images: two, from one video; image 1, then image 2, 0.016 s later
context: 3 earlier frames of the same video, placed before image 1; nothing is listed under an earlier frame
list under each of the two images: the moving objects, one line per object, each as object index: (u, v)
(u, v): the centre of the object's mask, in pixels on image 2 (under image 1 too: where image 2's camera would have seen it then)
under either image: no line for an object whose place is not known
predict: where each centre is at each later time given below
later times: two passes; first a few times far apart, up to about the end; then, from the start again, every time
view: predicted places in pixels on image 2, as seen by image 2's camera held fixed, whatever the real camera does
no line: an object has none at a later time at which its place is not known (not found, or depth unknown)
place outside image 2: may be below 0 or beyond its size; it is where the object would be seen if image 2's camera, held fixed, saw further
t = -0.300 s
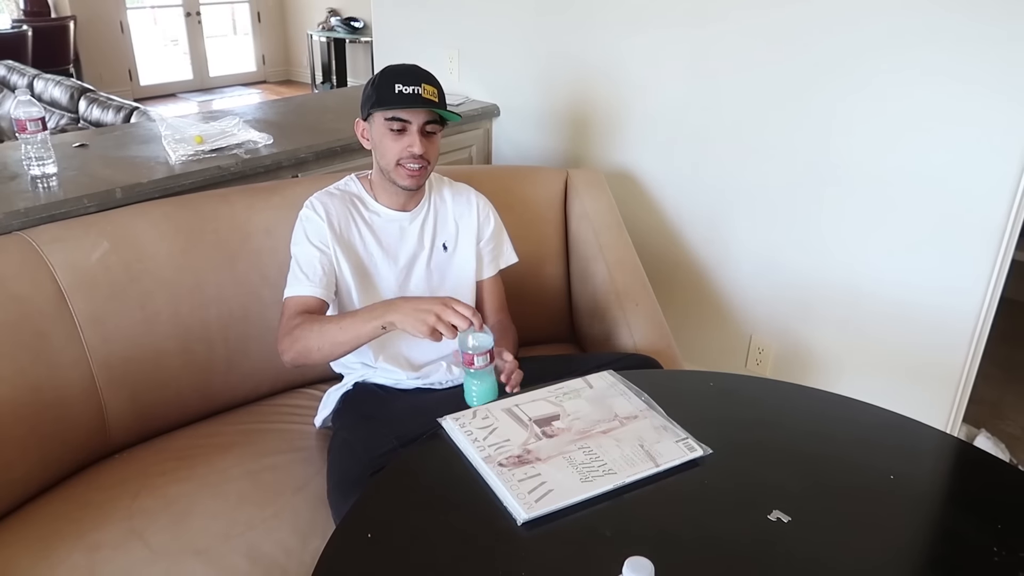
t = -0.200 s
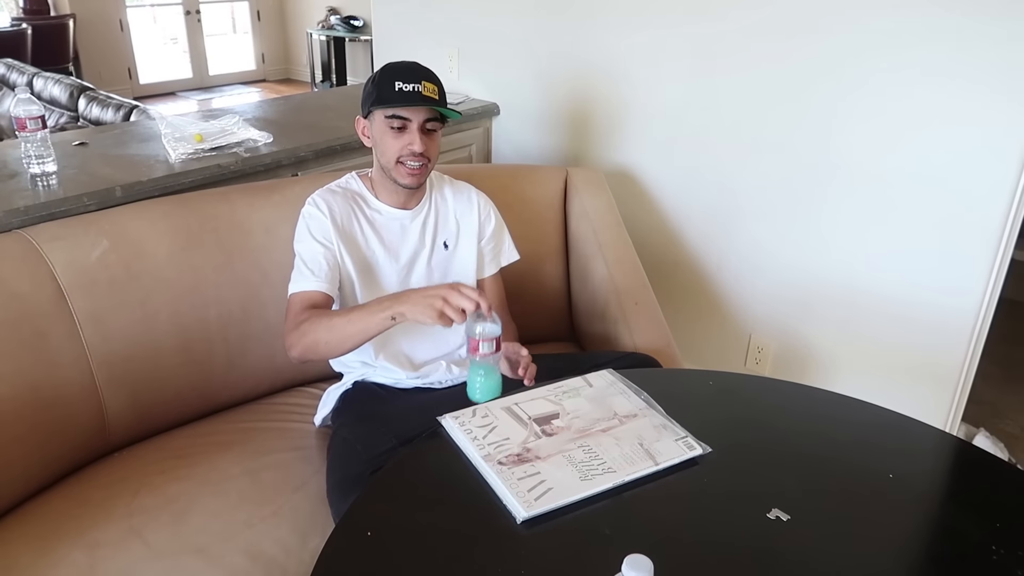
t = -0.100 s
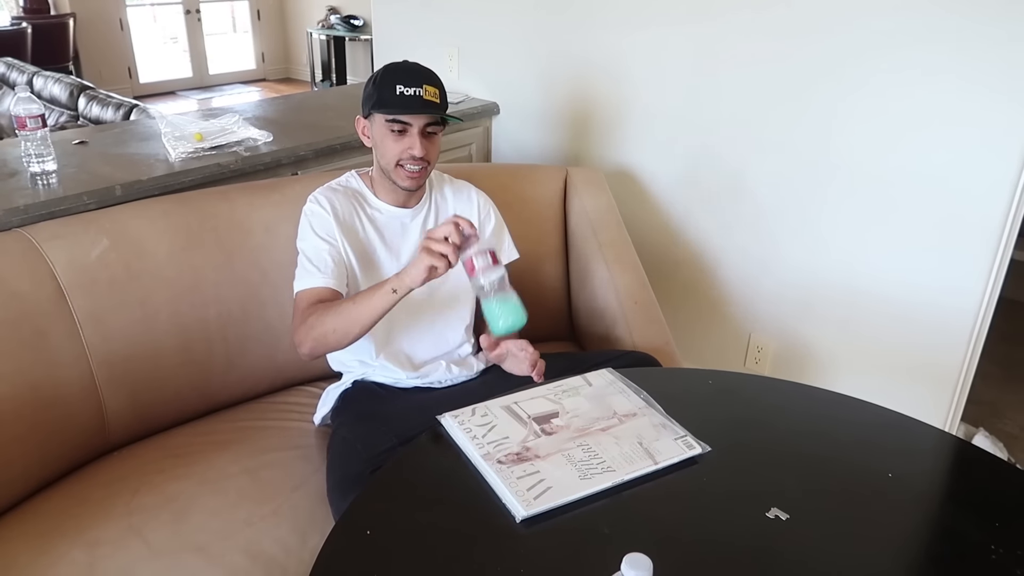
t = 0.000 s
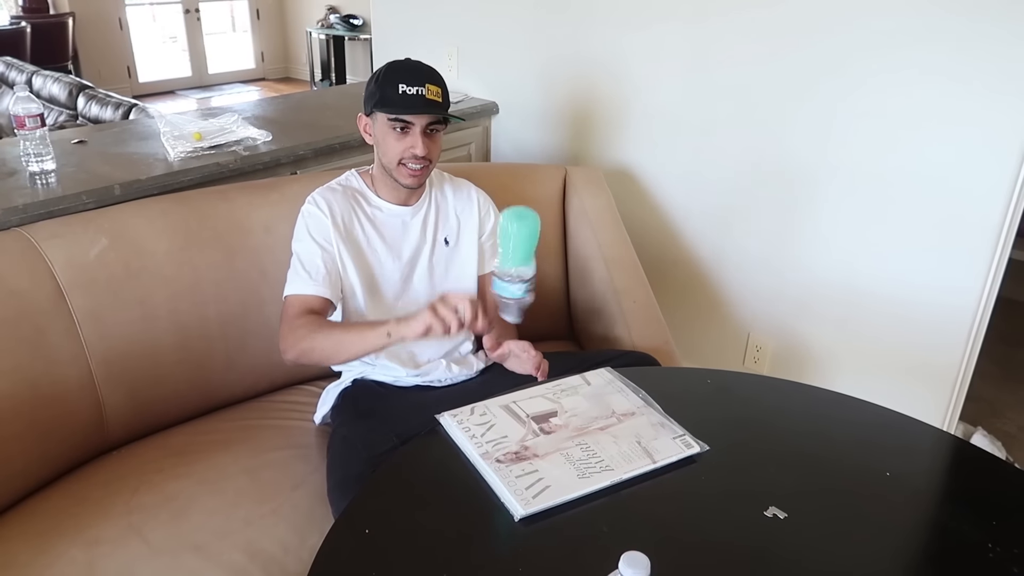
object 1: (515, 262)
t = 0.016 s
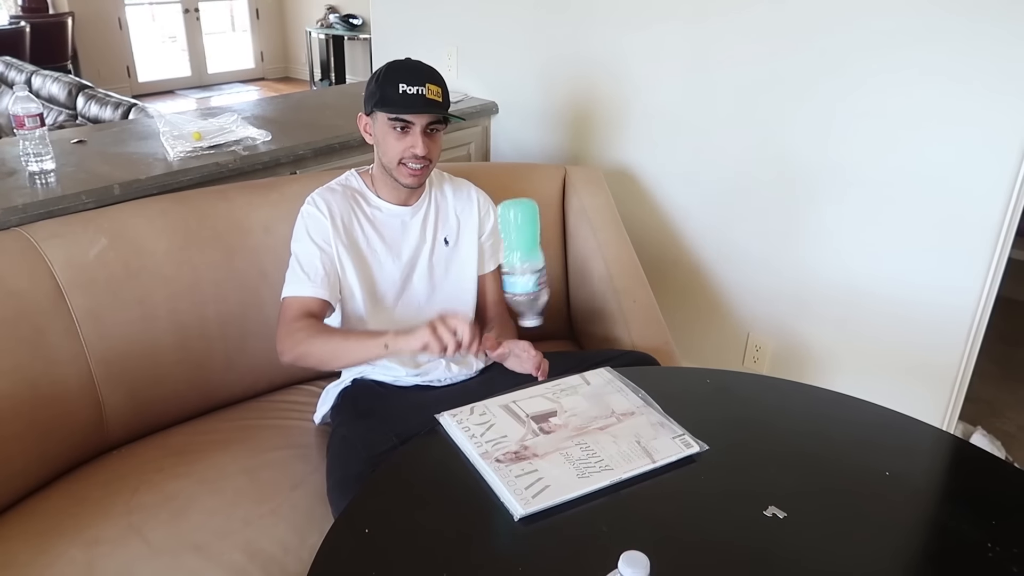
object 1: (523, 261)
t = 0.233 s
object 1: (554, 290)
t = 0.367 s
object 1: (558, 364)
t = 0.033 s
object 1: (530, 254)
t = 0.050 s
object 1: (535, 246)
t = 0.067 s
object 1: (538, 238)
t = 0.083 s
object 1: (540, 232)
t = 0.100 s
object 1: (542, 229)
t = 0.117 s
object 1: (544, 229)
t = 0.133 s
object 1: (546, 231)
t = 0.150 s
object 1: (547, 236)
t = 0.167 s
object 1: (549, 243)
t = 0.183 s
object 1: (550, 252)
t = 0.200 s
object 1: (551, 264)
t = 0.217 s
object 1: (553, 276)
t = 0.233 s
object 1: (554, 290)
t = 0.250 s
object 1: (555, 306)
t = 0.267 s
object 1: (557, 323)
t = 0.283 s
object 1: (558, 340)
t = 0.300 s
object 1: (559, 361)
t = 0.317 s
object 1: (559, 366)
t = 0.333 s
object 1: (558, 366)
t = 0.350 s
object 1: (558, 365)
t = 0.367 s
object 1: (558, 364)
